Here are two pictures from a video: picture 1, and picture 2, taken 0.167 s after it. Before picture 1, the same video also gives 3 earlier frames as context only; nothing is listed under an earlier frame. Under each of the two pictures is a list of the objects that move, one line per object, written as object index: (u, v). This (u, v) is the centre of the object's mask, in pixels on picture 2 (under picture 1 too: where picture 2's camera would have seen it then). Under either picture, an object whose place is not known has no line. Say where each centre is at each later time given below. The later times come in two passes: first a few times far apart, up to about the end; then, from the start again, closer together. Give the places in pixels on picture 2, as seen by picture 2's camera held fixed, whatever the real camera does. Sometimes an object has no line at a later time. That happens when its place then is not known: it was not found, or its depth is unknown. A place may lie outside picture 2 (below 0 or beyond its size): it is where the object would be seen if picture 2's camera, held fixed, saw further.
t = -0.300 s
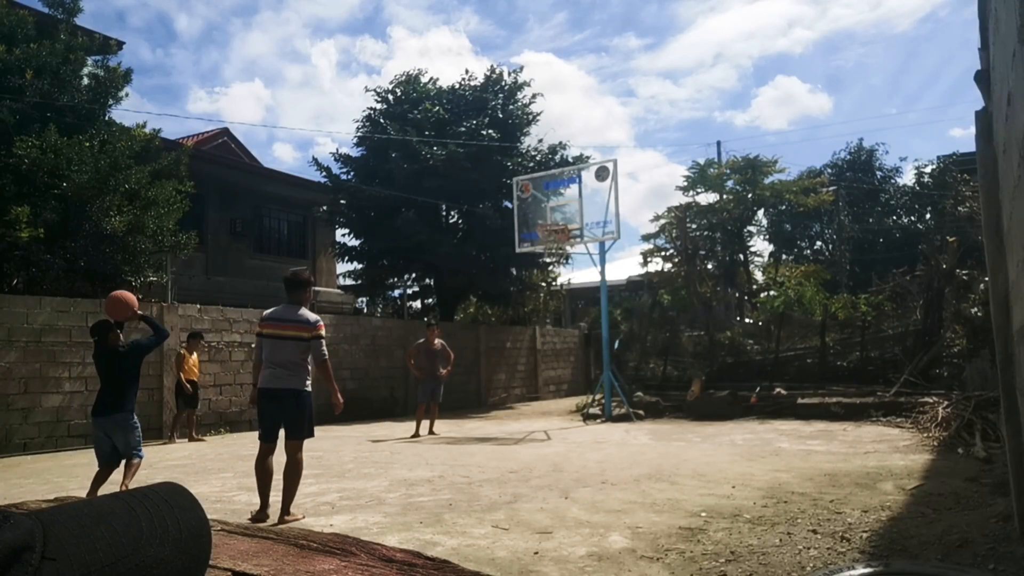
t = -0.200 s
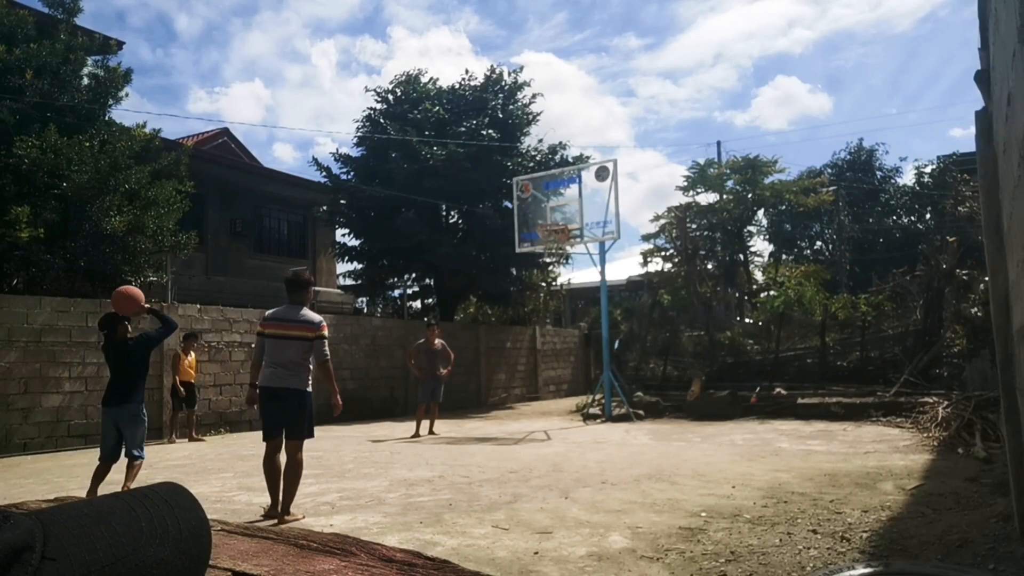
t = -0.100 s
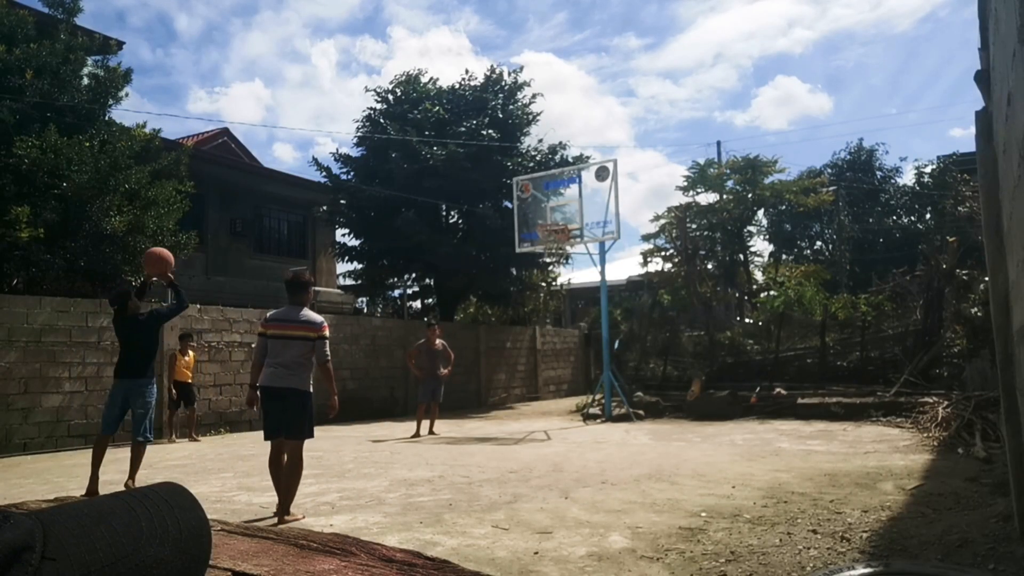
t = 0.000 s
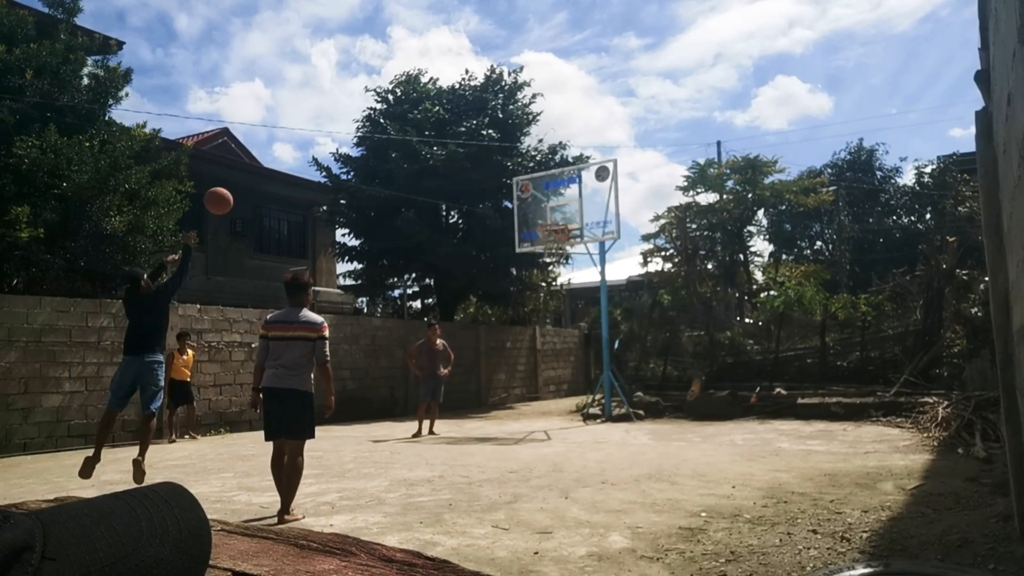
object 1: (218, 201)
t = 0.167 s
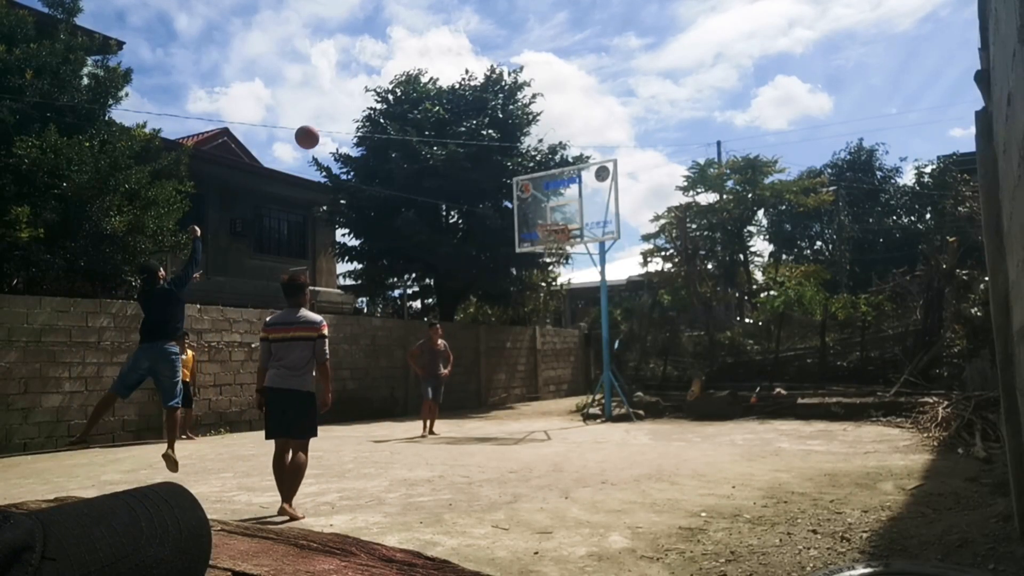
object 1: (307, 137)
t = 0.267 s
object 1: (352, 117)
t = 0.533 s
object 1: (450, 111)
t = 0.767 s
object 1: (516, 149)
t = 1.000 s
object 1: (572, 215)
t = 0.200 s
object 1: (322, 129)
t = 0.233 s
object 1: (338, 122)
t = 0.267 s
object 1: (352, 117)
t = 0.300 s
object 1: (366, 113)
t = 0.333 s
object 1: (379, 109)
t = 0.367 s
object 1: (392, 107)
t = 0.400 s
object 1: (405, 106)
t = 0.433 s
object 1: (417, 106)
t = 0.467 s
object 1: (428, 107)
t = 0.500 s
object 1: (439, 108)
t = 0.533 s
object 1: (450, 111)
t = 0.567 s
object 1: (461, 114)
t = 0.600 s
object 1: (470, 118)
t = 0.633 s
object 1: (480, 123)
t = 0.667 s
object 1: (490, 128)
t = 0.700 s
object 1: (499, 134)
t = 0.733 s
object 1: (508, 141)
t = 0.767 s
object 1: (516, 149)
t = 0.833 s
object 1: (533, 165)
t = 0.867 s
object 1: (541, 173)
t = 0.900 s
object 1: (550, 183)
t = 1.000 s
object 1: (572, 215)
